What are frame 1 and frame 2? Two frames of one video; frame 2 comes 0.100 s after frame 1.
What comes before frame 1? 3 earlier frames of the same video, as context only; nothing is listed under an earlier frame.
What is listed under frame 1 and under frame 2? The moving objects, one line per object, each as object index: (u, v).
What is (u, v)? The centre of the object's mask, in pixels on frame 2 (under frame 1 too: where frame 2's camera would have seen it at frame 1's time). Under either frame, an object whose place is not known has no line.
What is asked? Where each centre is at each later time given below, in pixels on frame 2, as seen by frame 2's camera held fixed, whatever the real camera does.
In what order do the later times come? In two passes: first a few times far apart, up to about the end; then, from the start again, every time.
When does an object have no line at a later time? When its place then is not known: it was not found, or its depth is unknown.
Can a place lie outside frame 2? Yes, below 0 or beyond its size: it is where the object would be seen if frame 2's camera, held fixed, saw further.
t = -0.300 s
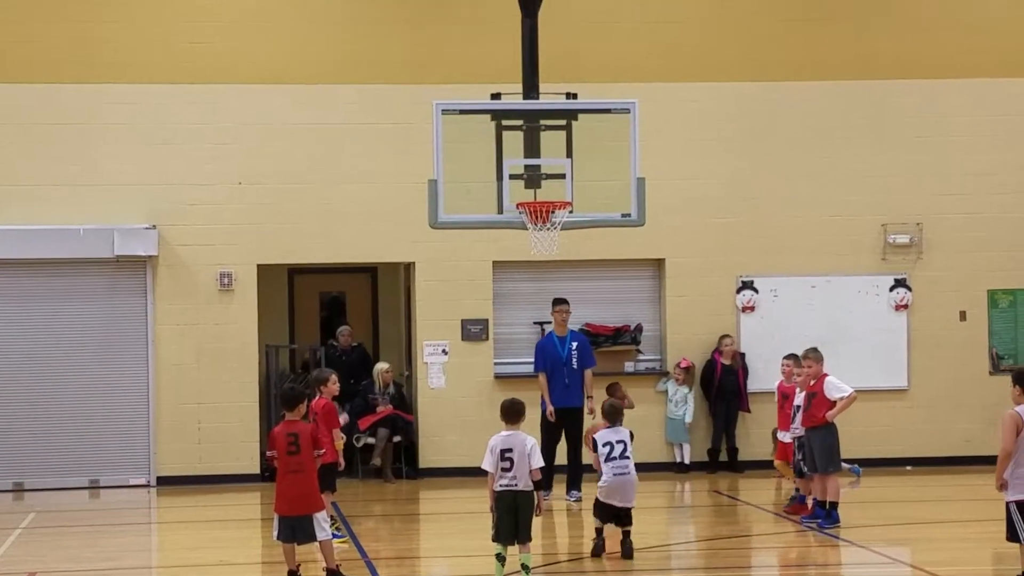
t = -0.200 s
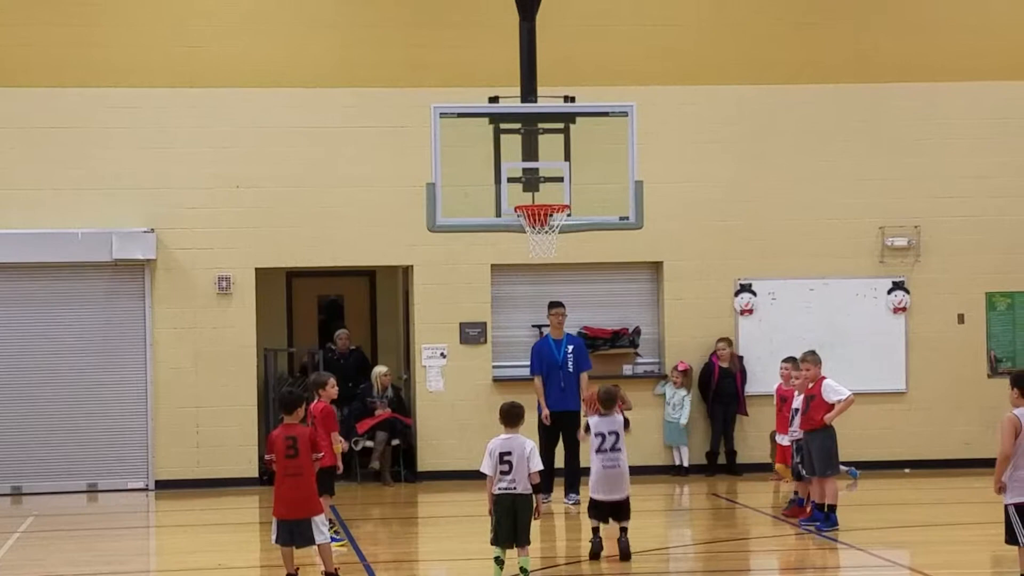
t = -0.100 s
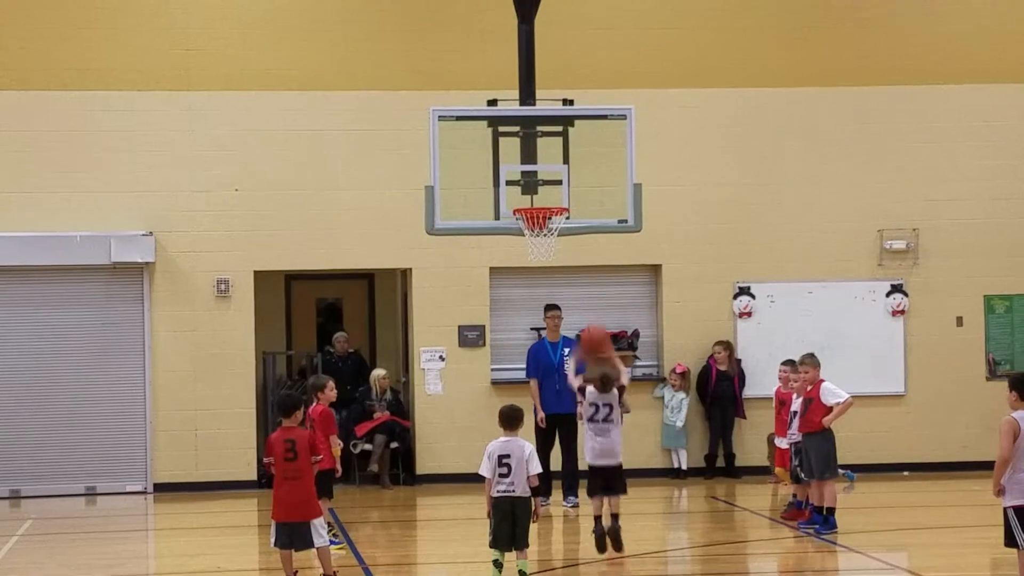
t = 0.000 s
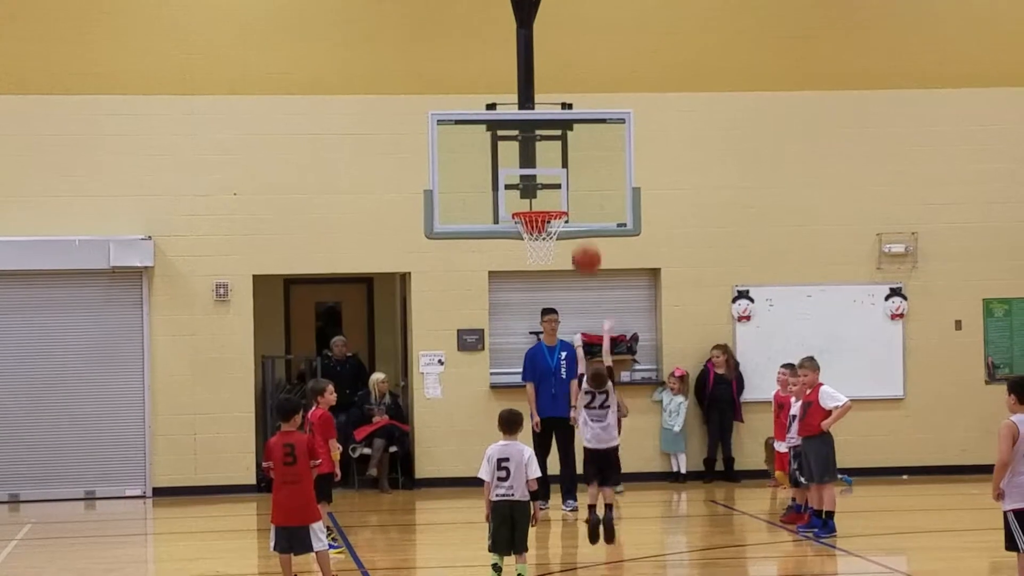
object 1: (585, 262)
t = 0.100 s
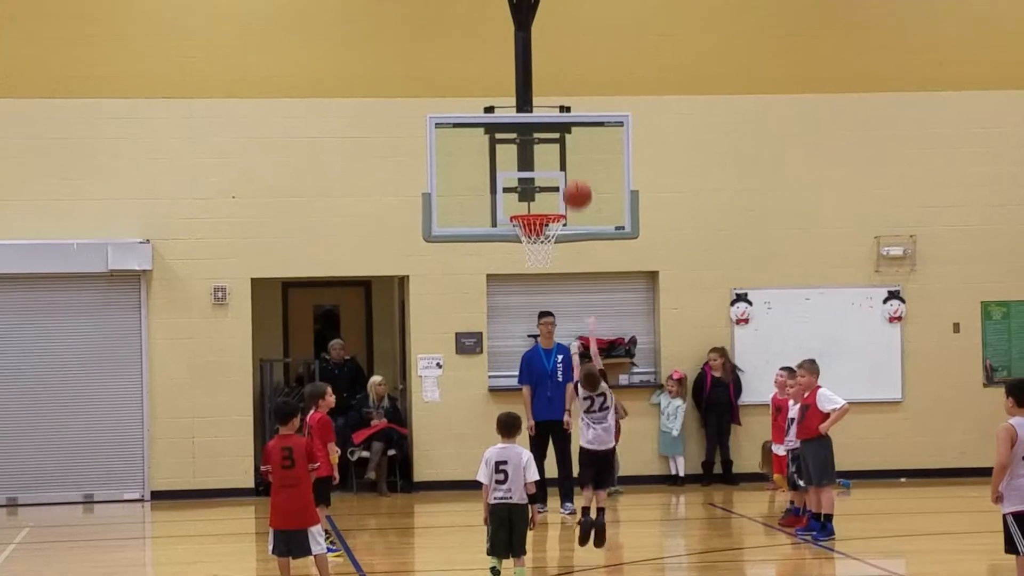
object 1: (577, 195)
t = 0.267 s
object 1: (566, 113)
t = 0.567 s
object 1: (550, 62)
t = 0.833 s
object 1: (539, 106)
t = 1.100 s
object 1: (533, 228)
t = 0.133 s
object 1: (575, 175)
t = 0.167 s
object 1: (572, 157)
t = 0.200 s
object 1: (570, 140)
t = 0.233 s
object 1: (568, 126)
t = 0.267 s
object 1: (566, 113)
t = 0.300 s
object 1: (564, 101)
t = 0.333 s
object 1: (562, 92)
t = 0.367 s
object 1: (560, 83)
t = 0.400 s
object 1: (559, 77)
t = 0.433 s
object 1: (557, 71)
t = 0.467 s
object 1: (555, 67)
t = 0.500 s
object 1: (553, 64)
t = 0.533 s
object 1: (551, 62)
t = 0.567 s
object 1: (550, 62)
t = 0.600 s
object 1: (548, 63)
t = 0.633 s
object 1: (547, 65)
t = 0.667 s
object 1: (545, 69)
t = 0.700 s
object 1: (544, 74)
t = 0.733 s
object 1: (543, 80)
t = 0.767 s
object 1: (542, 87)
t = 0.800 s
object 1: (540, 96)
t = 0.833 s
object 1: (539, 106)
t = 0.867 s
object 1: (537, 119)
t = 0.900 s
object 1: (536, 131)
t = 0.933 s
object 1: (534, 144)
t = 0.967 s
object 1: (534, 159)
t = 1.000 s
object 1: (533, 175)
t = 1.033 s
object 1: (532, 192)
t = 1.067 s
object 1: (531, 207)
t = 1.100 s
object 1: (533, 228)
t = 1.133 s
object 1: (530, 247)
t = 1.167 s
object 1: (531, 261)
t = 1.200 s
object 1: (531, 270)
